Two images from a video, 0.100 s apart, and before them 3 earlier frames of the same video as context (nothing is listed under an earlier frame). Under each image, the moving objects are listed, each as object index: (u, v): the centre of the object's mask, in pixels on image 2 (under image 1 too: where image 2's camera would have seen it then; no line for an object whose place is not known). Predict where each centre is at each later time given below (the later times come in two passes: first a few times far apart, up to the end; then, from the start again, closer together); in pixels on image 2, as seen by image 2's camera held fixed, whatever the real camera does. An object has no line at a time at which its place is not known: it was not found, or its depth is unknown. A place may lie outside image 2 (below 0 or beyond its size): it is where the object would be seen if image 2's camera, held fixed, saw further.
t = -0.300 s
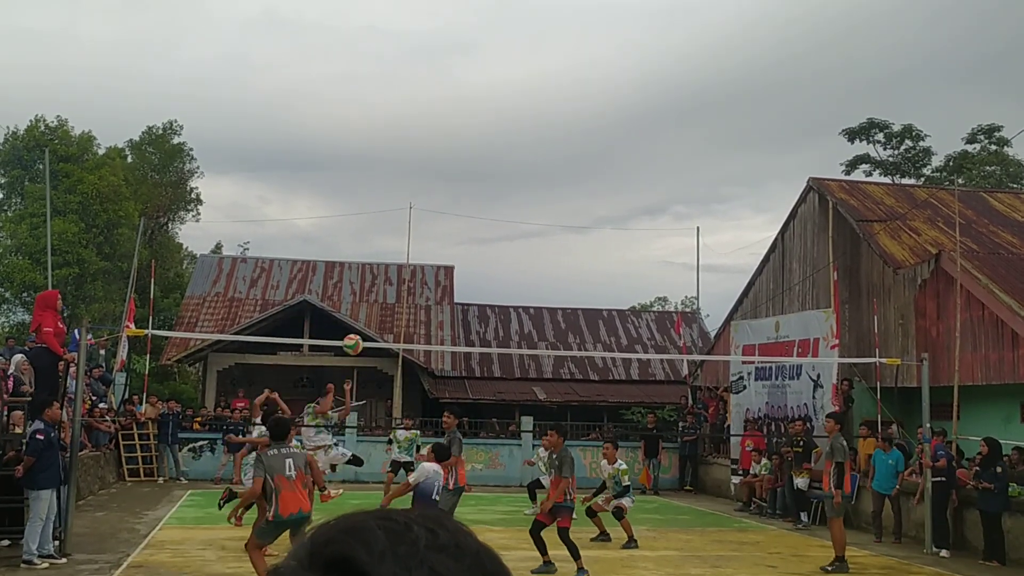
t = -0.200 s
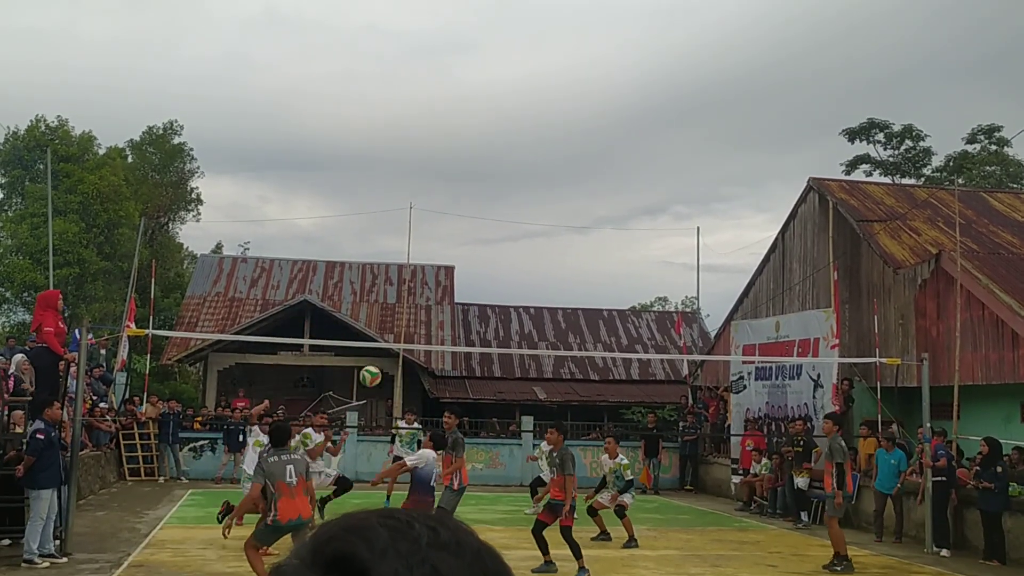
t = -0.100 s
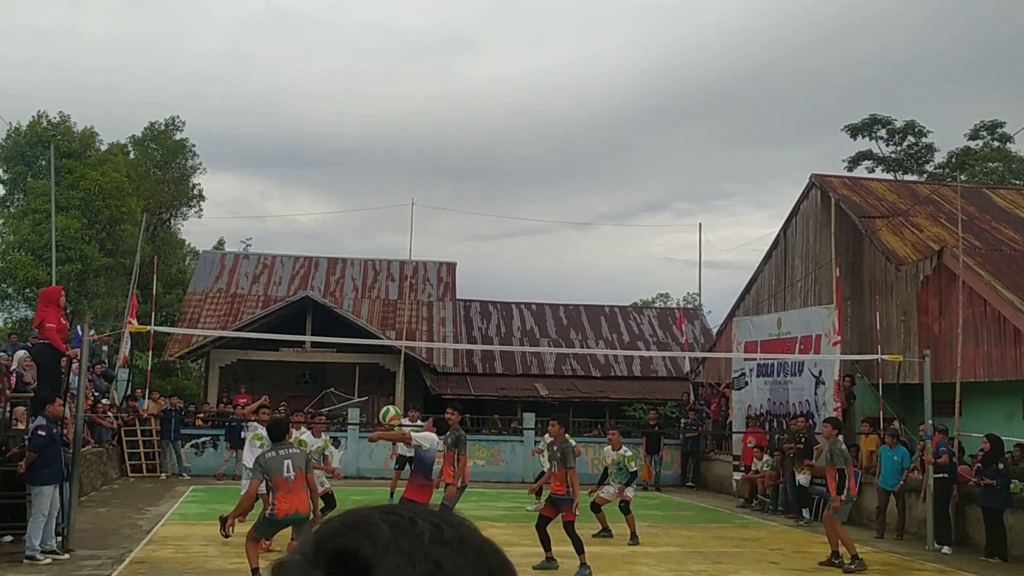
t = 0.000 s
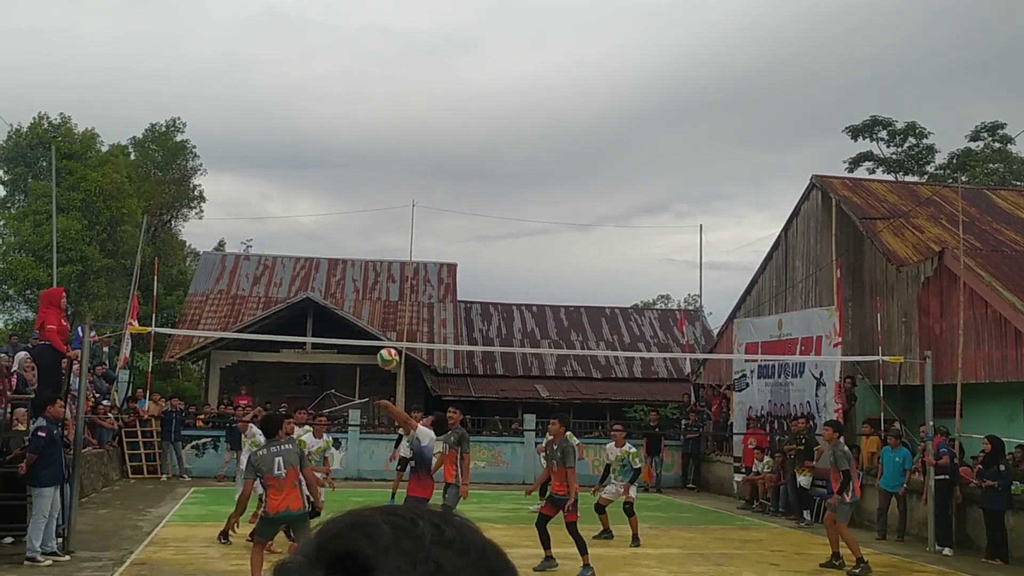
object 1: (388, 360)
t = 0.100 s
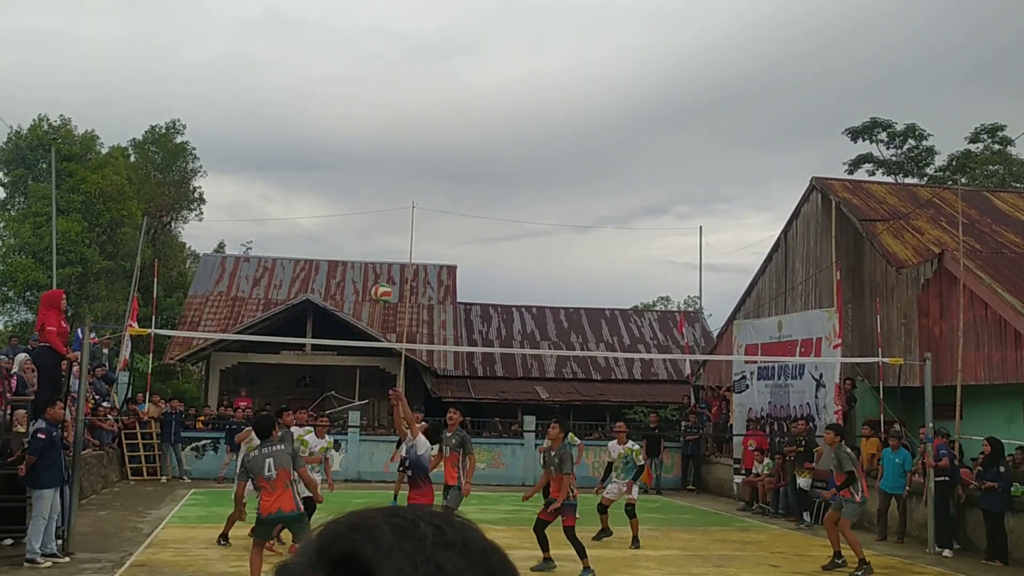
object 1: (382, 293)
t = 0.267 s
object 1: (370, 207)
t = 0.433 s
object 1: (357, 148)
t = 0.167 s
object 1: (377, 255)
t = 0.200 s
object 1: (374, 239)
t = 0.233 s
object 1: (372, 222)
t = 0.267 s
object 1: (370, 207)
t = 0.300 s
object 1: (367, 193)
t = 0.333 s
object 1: (365, 180)
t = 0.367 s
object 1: (362, 169)
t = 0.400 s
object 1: (360, 157)
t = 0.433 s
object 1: (357, 148)
